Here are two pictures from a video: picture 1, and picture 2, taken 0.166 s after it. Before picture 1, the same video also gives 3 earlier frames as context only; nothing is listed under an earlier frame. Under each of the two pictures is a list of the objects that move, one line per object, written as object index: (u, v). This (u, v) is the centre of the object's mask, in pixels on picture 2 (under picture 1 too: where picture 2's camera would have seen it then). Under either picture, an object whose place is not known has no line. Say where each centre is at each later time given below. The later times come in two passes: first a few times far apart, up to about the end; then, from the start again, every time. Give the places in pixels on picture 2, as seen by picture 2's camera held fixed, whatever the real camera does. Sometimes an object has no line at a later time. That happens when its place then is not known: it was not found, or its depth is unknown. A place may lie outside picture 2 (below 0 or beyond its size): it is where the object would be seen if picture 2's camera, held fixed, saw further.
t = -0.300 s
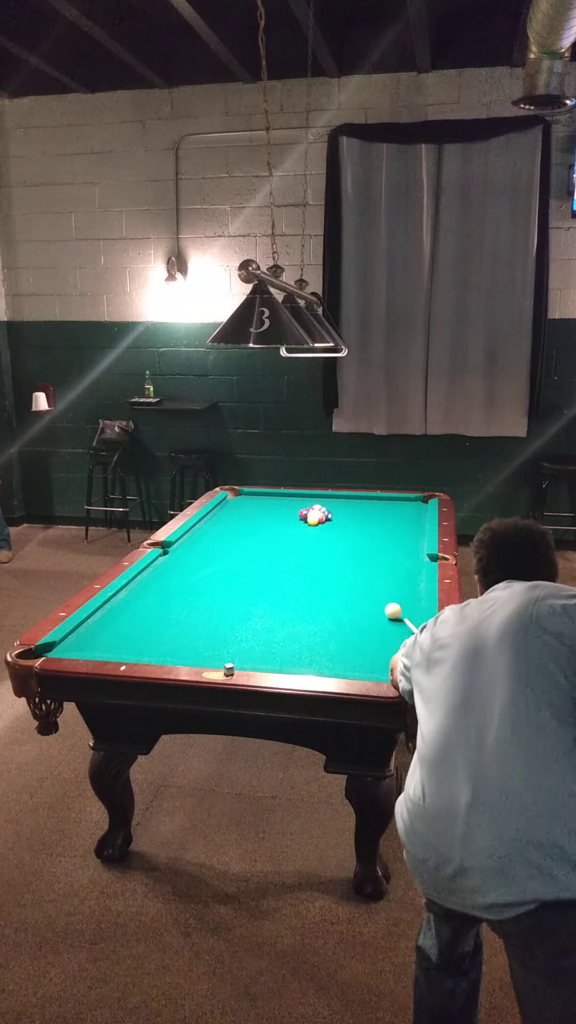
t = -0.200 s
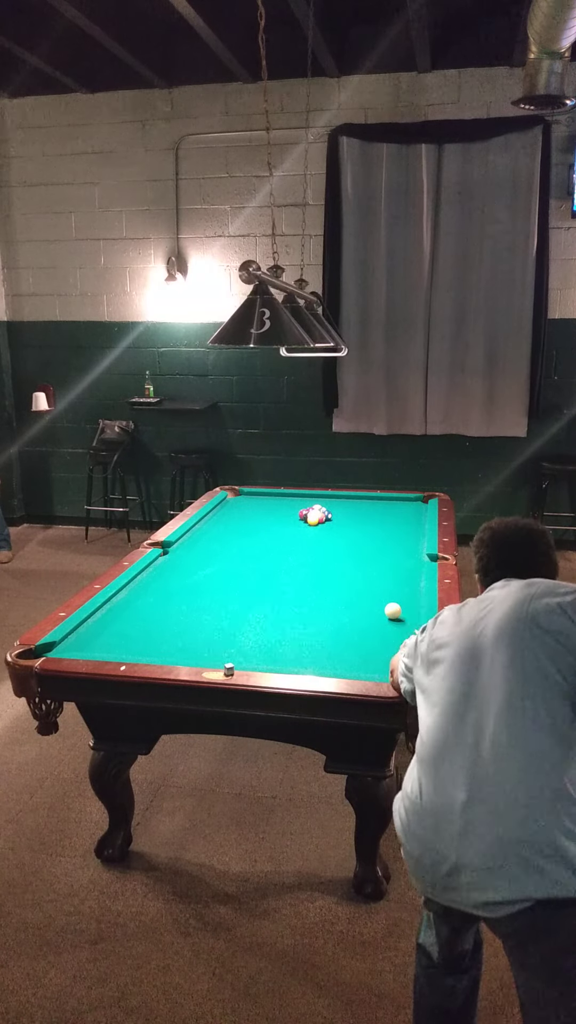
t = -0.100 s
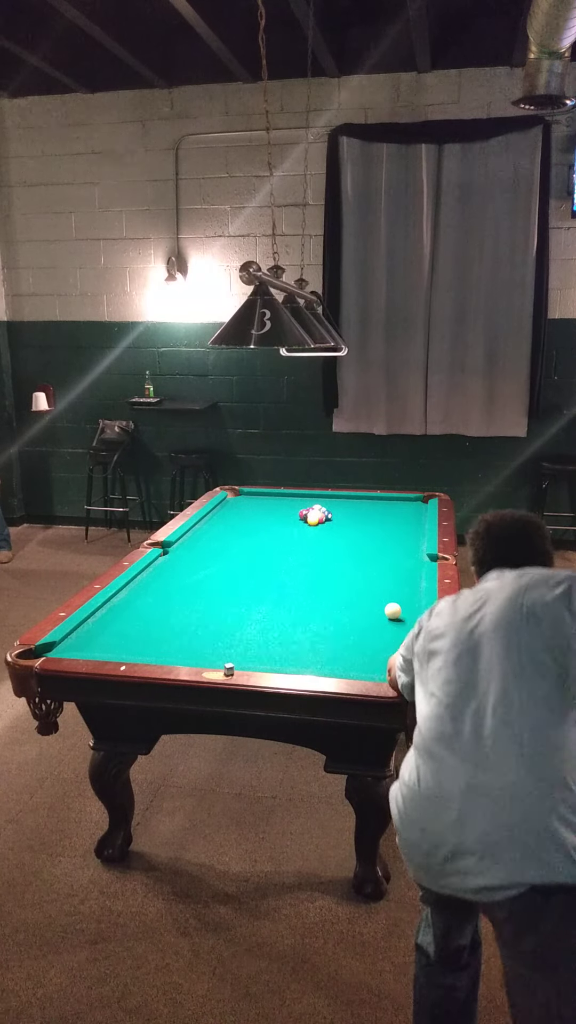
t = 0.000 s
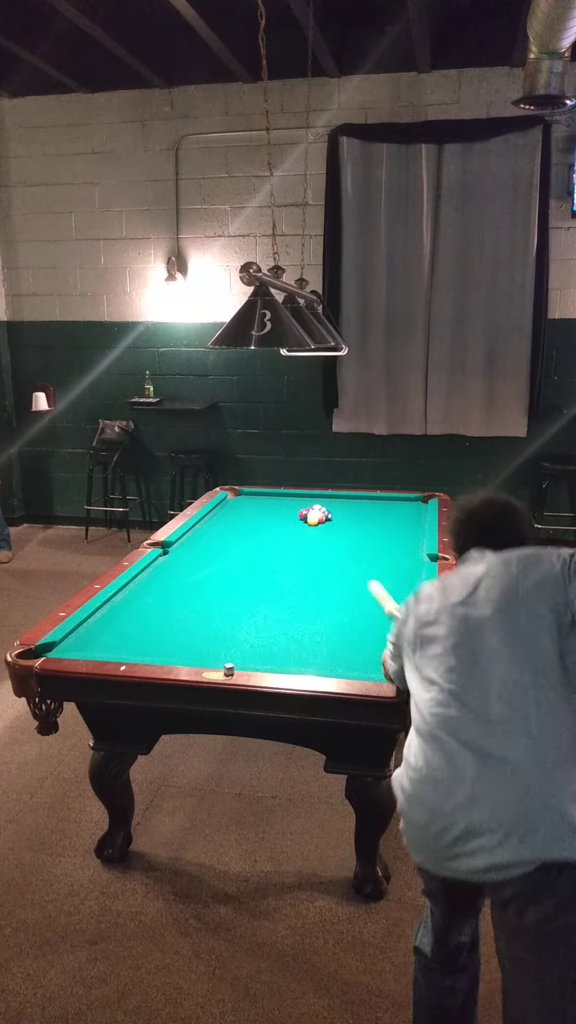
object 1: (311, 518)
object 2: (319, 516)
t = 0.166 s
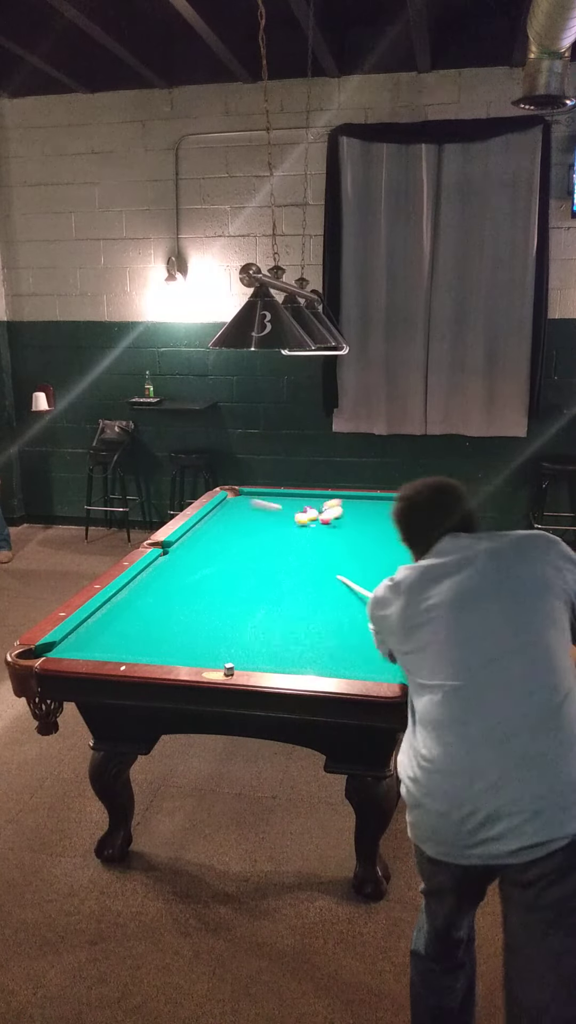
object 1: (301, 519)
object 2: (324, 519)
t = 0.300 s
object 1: (276, 524)
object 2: (337, 520)
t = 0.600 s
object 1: (219, 533)
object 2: (364, 525)
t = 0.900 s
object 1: (190, 543)
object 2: (391, 530)
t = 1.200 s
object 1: (206, 555)
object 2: (418, 535)
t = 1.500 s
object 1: (218, 570)
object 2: (407, 537)
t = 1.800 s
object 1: (214, 599)
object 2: (395, 539)
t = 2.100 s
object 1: (210, 634)
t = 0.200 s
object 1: (295, 521)
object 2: (328, 519)
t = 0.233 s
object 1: (289, 522)
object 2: (331, 519)
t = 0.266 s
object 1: (283, 523)
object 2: (334, 520)
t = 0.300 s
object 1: (276, 524)
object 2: (337, 520)
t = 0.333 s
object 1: (270, 525)
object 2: (340, 521)
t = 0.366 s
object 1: (264, 526)
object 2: (343, 521)
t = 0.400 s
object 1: (258, 527)
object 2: (347, 522)
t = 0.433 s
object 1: (251, 528)
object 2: (349, 523)
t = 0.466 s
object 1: (245, 529)
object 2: (352, 523)
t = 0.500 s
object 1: (238, 530)
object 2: (355, 524)
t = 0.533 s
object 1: (232, 531)
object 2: (358, 524)
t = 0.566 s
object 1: (225, 532)
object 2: (361, 525)
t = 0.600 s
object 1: (219, 533)
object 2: (364, 525)
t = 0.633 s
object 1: (212, 534)
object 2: (367, 526)
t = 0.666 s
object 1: (205, 535)
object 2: (371, 527)
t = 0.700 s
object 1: (199, 536)
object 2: (373, 527)
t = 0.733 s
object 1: (192, 537)
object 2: (376, 528)
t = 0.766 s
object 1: (185, 538)
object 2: (379, 528)
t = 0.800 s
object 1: (184, 540)
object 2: (382, 529)
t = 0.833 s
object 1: (186, 541)
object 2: (386, 529)
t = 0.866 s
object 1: (188, 542)
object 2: (388, 530)
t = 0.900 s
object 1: (190, 543)
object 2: (391, 530)
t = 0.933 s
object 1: (192, 544)
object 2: (394, 531)
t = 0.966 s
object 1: (194, 546)
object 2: (397, 531)
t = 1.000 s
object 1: (195, 547)
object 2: (400, 532)
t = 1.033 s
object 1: (197, 548)
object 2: (403, 532)
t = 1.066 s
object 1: (199, 549)
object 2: (406, 533)
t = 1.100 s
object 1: (201, 551)
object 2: (409, 533)
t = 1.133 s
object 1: (203, 552)
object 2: (412, 534)
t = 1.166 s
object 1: (204, 553)
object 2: (415, 535)
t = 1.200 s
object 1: (206, 555)
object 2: (418, 535)
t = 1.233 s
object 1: (208, 556)
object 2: (420, 535)
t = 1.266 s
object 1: (210, 557)
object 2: (418, 536)
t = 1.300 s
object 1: (212, 559)
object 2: (417, 536)
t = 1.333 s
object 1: (214, 560)
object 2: (415, 536)
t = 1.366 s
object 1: (216, 561)
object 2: (413, 536)
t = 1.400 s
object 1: (218, 563)
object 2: (412, 537)
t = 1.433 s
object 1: (219, 564)
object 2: (411, 537)
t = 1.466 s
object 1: (219, 567)
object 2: (409, 537)
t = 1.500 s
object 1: (218, 570)
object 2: (407, 537)
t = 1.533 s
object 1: (217, 573)
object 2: (406, 537)
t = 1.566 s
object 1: (217, 576)
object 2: (404, 538)
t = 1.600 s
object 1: (216, 580)
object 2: (403, 538)
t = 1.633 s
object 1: (216, 583)
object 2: (402, 538)
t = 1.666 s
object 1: (216, 586)
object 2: (400, 538)
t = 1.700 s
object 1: (215, 589)
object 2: (399, 538)
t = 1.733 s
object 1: (215, 593)
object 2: (398, 539)
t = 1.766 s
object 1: (214, 596)
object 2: (396, 539)
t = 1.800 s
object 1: (214, 599)
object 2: (395, 539)
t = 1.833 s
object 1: (213, 603)
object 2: (394, 539)
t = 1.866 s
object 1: (213, 607)
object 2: (392, 539)
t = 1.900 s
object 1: (213, 610)
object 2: (390, 539)
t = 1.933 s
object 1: (212, 614)
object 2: (388, 537)
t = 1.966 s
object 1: (212, 618)
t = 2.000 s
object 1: (211, 622)
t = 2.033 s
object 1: (211, 626)
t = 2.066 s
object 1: (211, 630)
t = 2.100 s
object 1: (210, 634)
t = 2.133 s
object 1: (210, 639)
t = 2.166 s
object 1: (209, 643)
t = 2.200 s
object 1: (209, 648)
